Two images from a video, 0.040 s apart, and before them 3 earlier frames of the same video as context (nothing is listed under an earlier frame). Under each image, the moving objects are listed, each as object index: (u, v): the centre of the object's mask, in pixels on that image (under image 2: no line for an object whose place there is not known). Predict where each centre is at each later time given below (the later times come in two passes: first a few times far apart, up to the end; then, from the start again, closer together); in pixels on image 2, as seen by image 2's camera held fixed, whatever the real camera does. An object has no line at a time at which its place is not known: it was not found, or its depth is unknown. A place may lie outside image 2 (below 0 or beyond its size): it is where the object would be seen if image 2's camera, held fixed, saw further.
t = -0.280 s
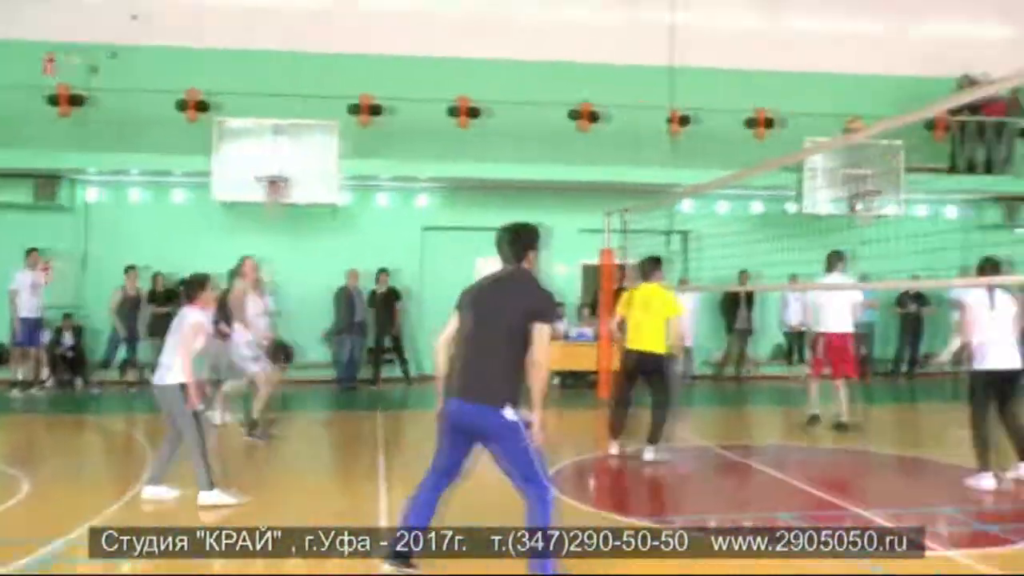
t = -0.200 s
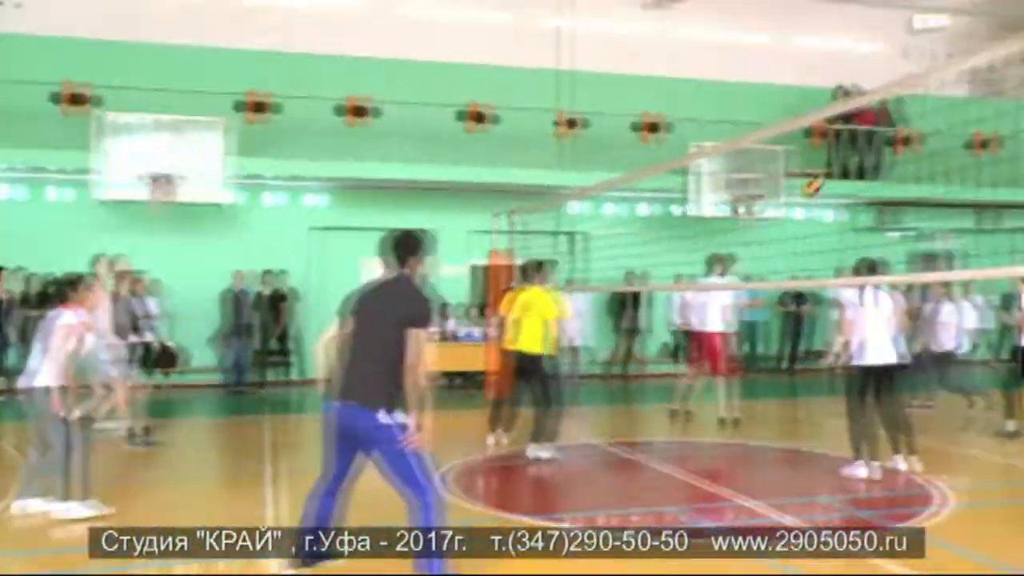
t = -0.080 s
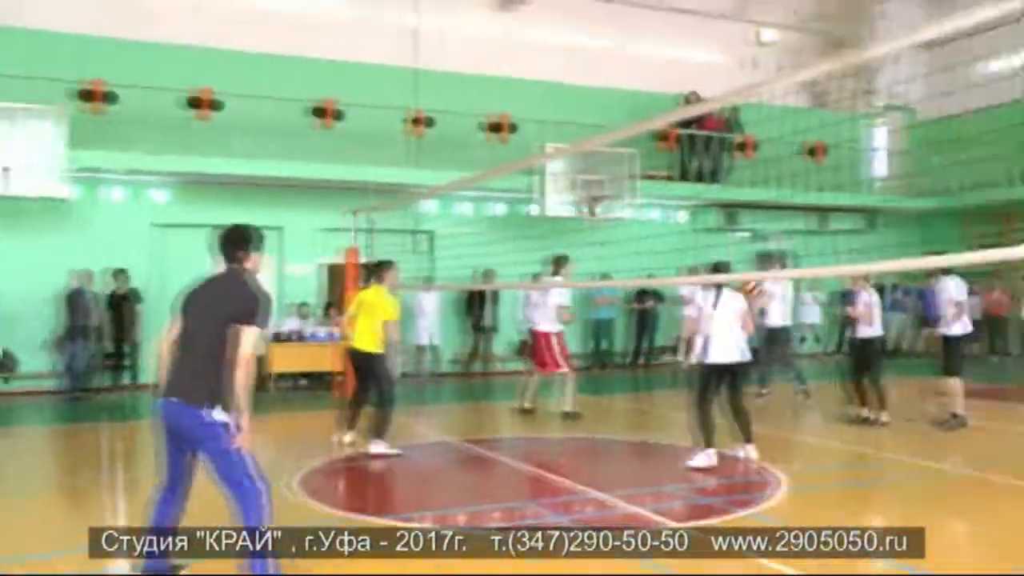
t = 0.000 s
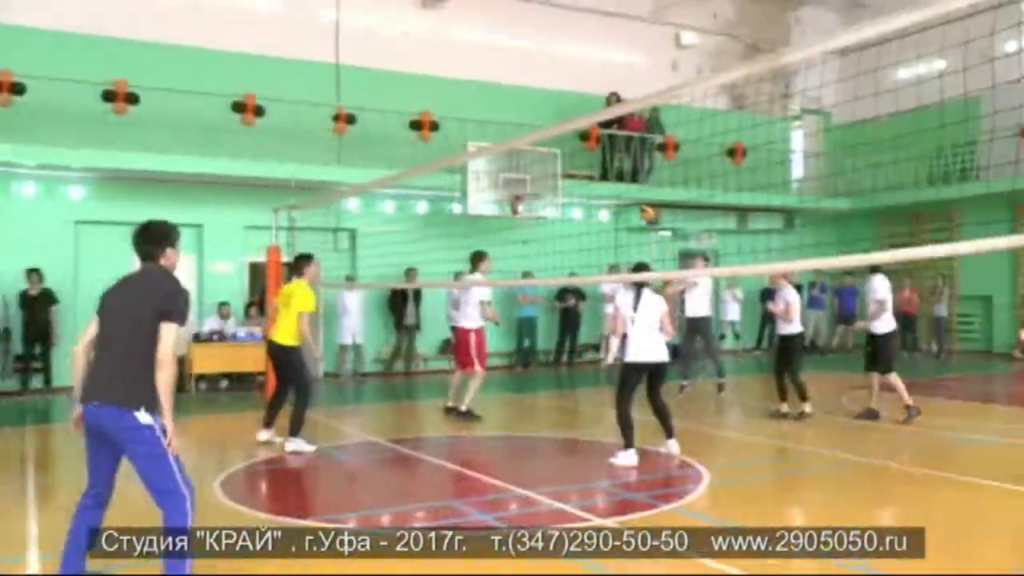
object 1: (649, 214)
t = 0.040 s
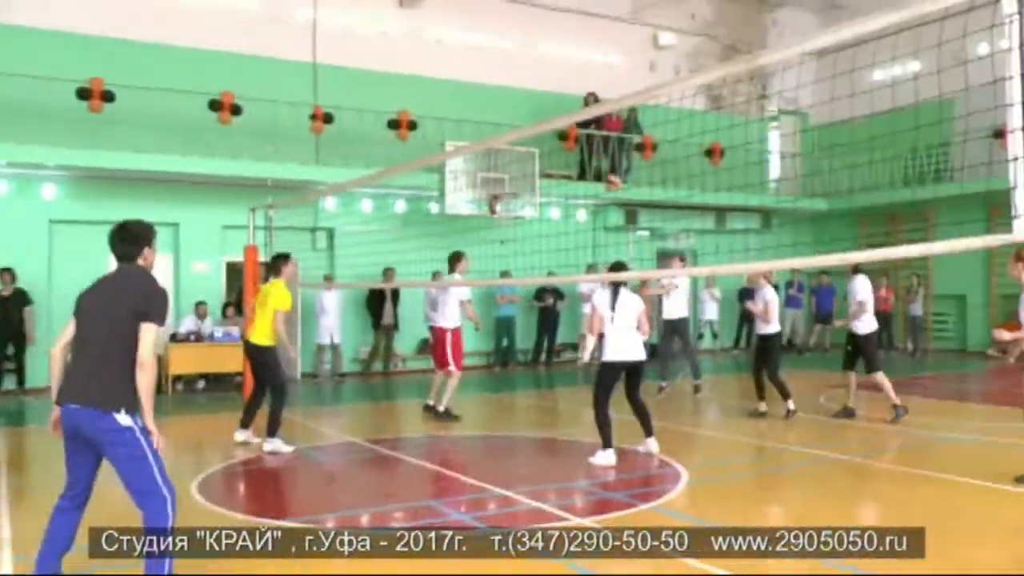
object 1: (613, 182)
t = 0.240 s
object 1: (567, 102)
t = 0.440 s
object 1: (516, 51)
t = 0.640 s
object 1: (459, 33)
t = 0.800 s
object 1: (412, 47)
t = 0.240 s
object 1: (567, 102)
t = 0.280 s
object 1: (556, 90)
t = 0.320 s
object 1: (546, 78)
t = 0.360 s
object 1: (536, 68)
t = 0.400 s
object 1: (526, 59)
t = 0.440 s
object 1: (516, 51)
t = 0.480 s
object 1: (505, 45)
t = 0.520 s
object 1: (493, 40)
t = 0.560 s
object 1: (483, 36)
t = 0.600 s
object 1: (471, 34)
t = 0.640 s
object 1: (459, 33)
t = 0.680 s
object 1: (448, 34)
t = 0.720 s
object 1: (436, 37)
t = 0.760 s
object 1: (424, 41)
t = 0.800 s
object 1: (412, 47)
